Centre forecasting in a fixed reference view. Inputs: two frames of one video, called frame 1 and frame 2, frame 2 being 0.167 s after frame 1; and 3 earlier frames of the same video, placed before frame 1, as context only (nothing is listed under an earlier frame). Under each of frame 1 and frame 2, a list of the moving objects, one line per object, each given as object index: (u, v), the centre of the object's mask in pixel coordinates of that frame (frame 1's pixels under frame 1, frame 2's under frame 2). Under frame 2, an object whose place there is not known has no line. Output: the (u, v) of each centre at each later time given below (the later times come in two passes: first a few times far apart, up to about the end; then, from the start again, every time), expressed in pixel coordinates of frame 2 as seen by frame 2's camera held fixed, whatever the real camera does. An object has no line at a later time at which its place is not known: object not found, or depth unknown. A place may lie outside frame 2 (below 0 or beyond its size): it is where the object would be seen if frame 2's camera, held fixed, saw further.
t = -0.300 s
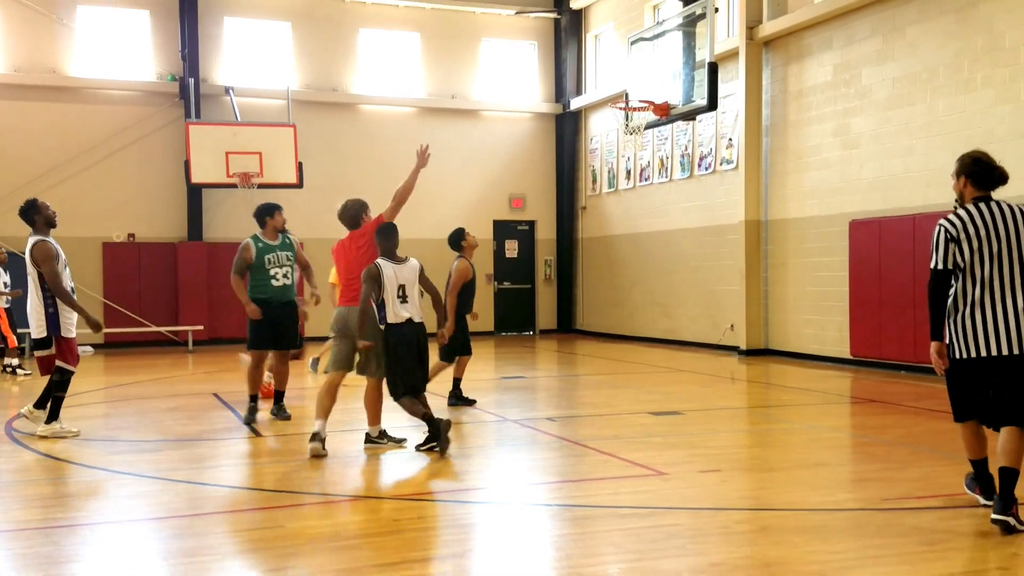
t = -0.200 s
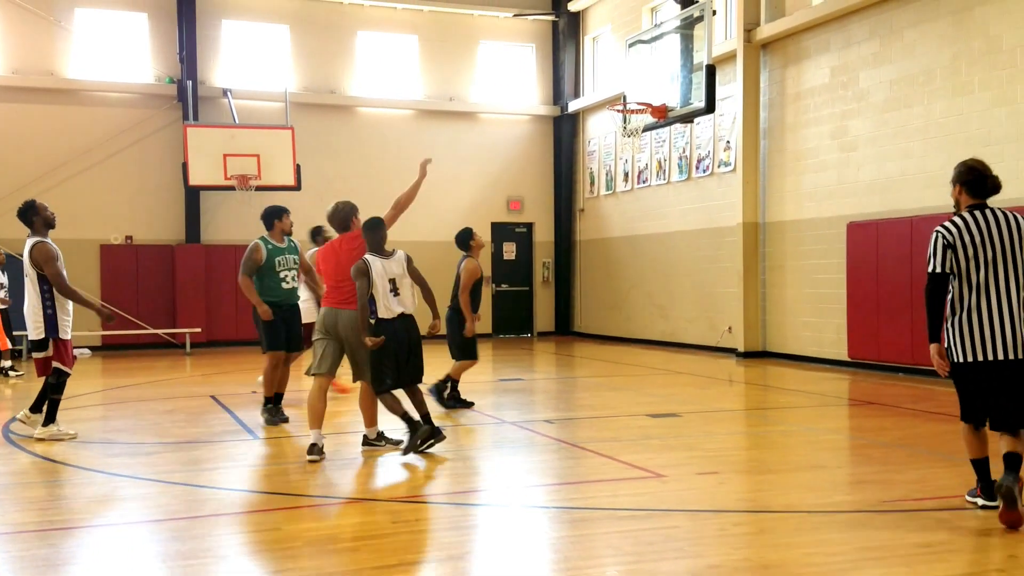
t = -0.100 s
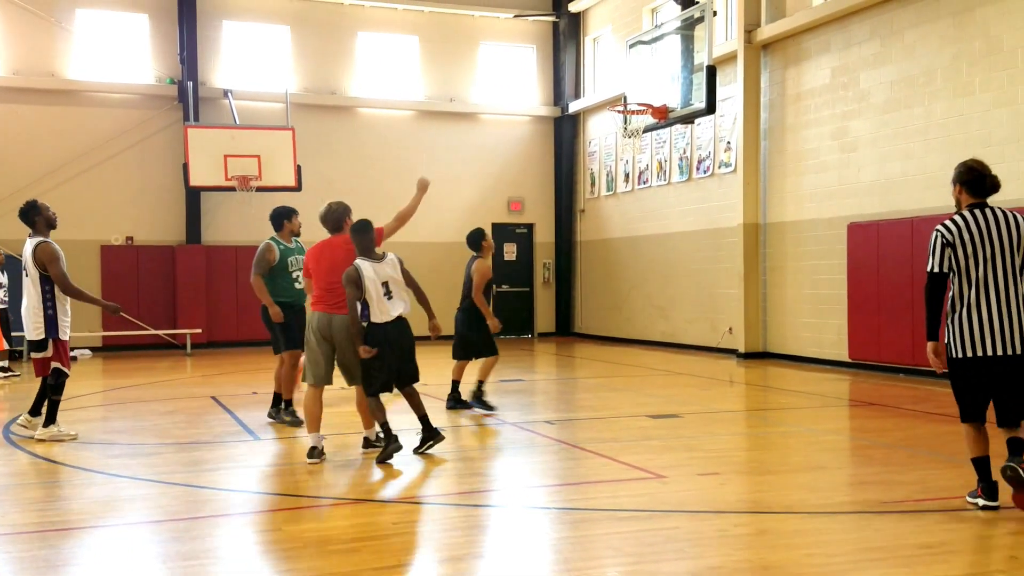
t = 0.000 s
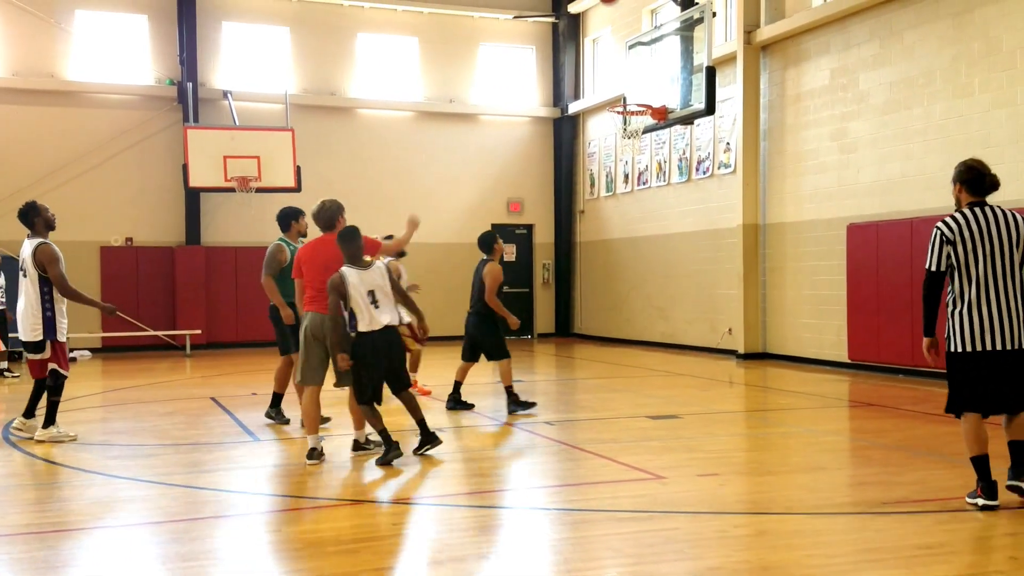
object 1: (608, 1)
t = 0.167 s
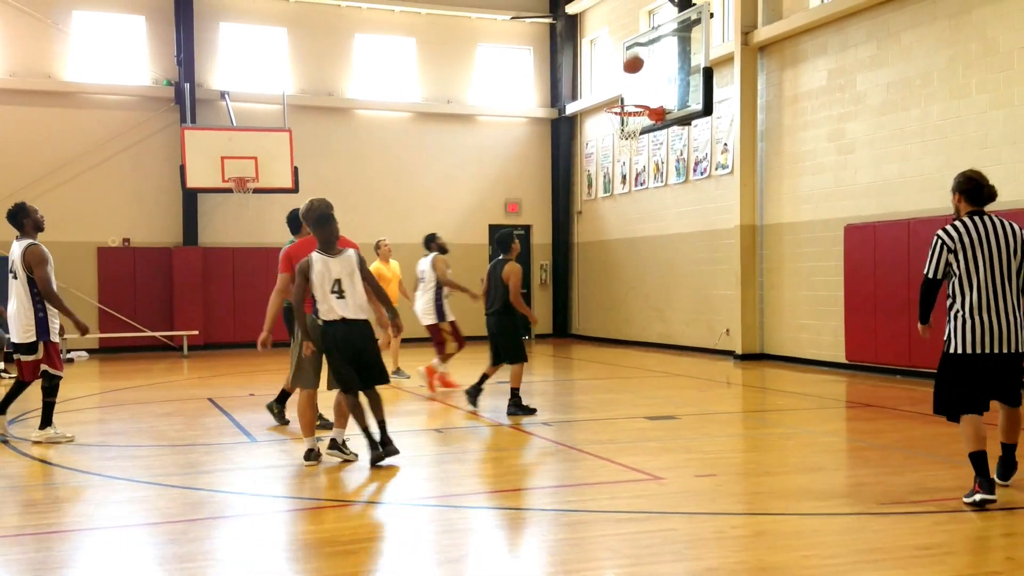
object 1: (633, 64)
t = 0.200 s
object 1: (639, 82)
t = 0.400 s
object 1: (617, 79)
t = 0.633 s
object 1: (582, 93)
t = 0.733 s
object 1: (569, 112)
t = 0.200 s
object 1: (639, 82)
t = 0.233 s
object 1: (643, 97)
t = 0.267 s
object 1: (638, 93)
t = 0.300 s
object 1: (633, 88)
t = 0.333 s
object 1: (627, 84)
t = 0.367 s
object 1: (622, 81)
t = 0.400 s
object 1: (617, 79)
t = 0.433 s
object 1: (612, 78)
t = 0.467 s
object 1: (607, 78)
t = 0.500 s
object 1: (601, 79)
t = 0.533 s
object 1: (596, 81)
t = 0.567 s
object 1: (592, 84)
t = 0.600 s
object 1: (587, 88)
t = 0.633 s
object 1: (582, 93)
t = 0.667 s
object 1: (578, 98)
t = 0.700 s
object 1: (574, 104)
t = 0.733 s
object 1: (569, 112)
